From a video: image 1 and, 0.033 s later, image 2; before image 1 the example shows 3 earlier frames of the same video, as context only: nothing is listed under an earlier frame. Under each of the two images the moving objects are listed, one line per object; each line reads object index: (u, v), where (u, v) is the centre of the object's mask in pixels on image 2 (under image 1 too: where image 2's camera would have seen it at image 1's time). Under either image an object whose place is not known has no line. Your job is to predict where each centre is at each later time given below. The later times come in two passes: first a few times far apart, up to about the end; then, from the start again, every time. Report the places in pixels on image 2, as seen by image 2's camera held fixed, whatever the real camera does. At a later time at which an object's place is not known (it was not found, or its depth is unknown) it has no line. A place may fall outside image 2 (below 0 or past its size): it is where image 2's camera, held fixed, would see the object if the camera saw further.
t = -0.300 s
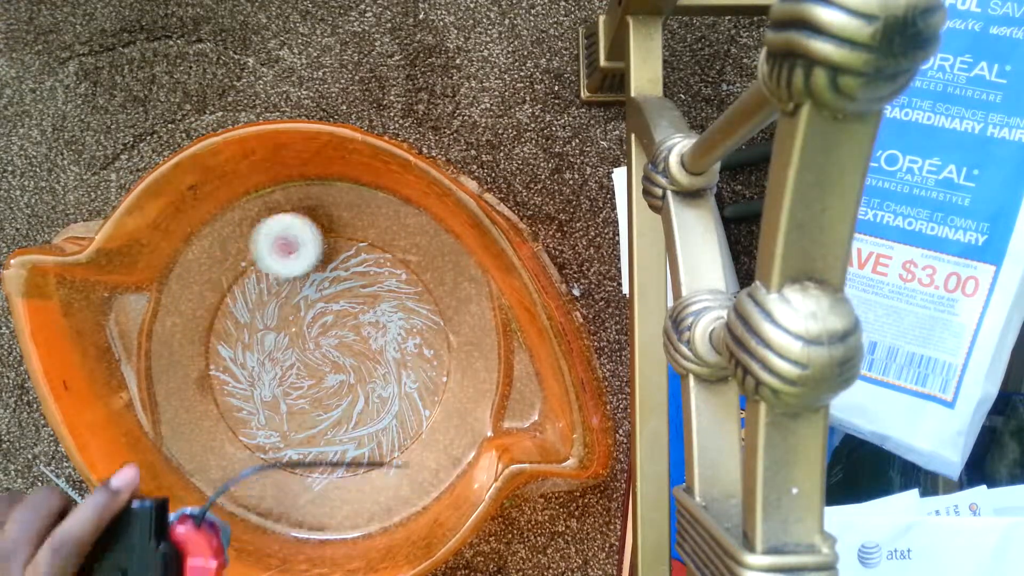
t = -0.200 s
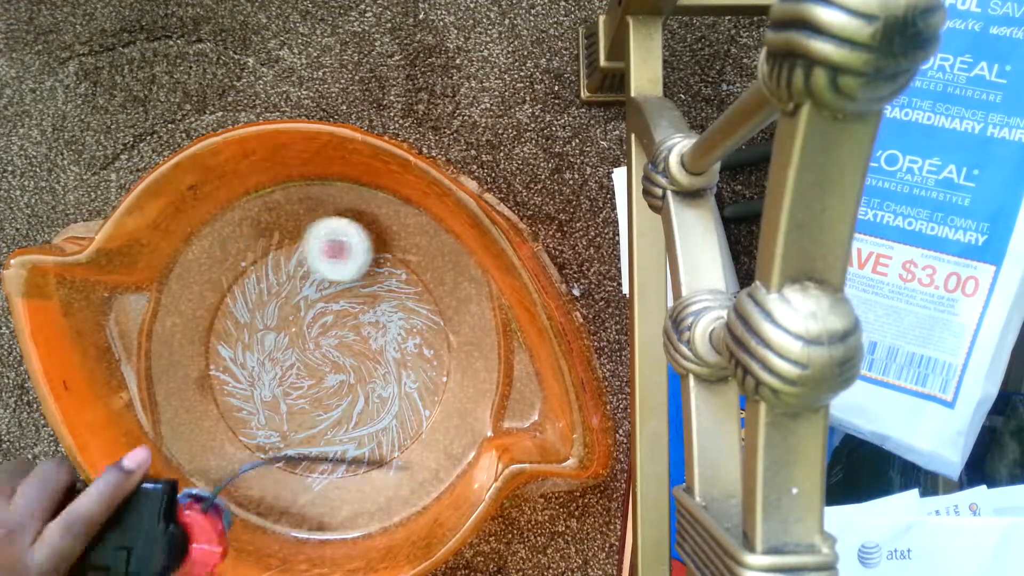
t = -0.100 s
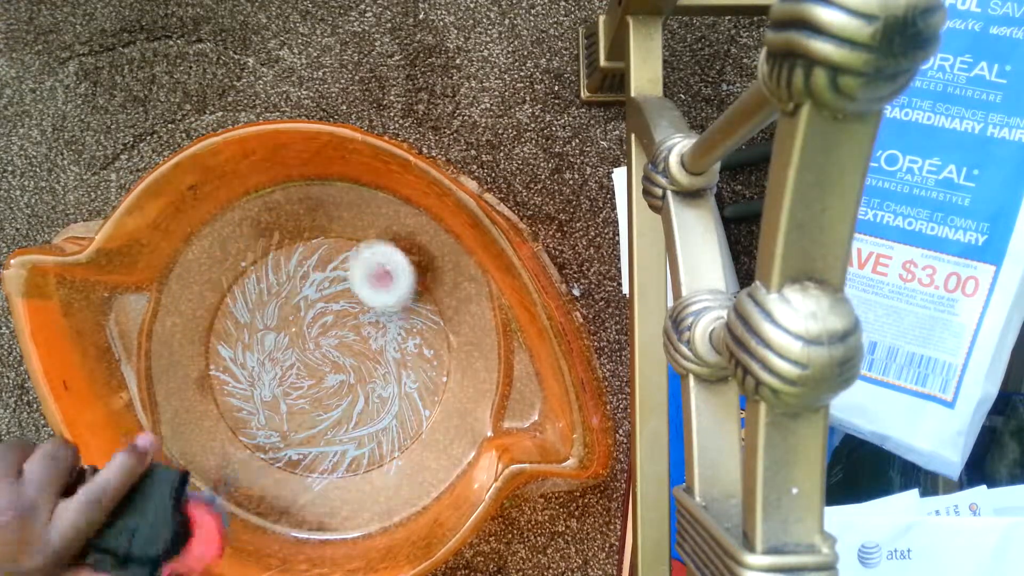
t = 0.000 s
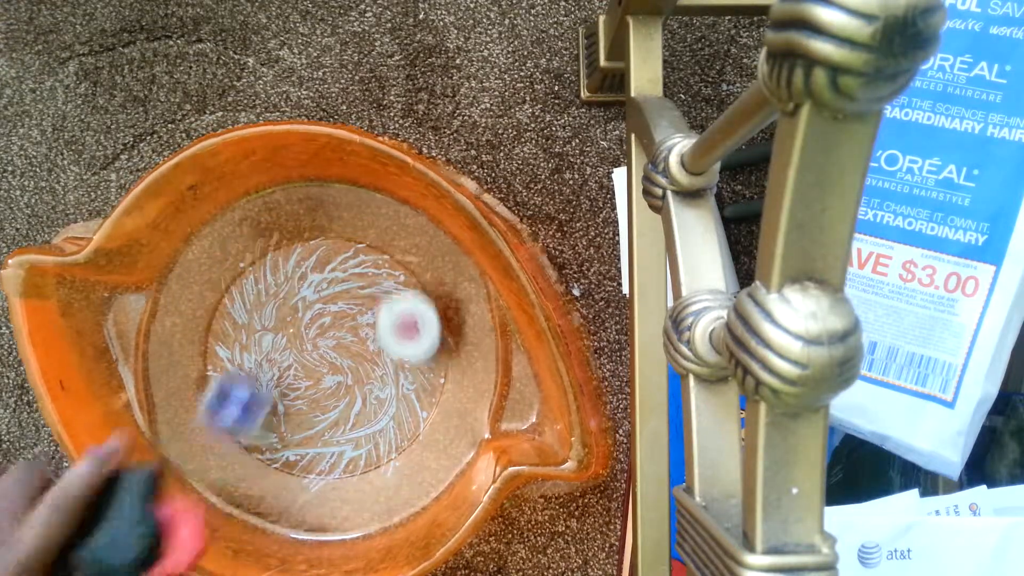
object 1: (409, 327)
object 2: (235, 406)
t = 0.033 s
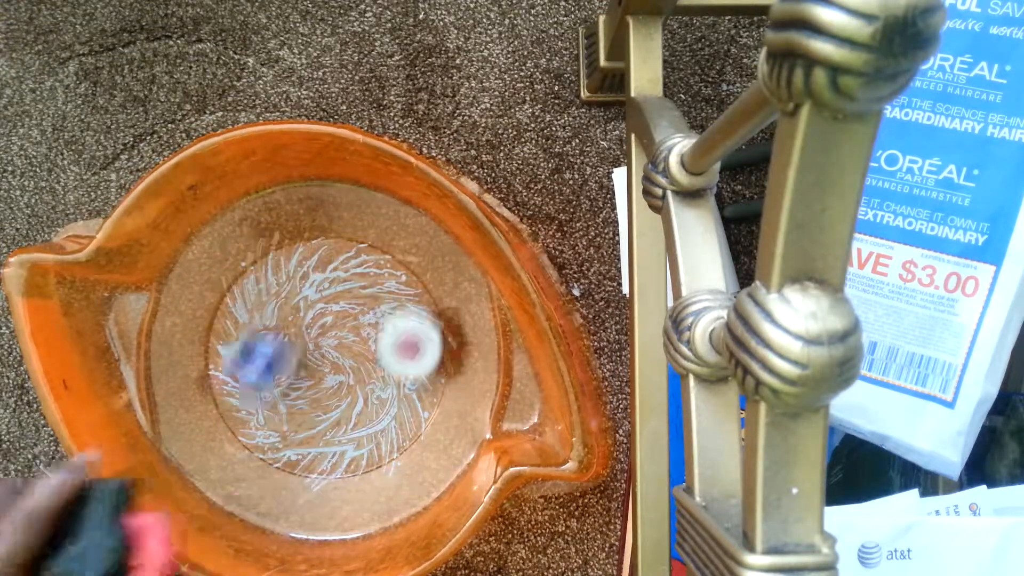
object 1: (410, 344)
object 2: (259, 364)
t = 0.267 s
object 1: (333, 425)
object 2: (363, 243)
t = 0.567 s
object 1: (203, 374)
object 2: (315, 387)
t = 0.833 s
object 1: (277, 284)
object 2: (278, 347)
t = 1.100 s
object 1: (481, 308)
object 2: (343, 433)
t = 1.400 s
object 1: (279, 511)
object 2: (383, 230)
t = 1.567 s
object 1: (181, 407)
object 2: (262, 217)
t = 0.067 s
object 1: (409, 361)
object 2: (286, 321)
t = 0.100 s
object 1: (404, 378)
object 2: (319, 274)
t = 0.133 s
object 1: (394, 391)
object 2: (341, 238)
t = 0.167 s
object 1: (380, 404)
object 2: (355, 210)
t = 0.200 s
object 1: (364, 414)
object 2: (357, 213)
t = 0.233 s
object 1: (348, 421)
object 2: (359, 227)
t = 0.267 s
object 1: (333, 425)
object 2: (363, 243)
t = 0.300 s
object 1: (315, 428)
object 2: (369, 264)
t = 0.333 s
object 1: (297, 430)
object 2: (363, 283)
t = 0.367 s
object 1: (278, 430)
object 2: (357, 304)
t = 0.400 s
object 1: (259, 426)
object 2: (353, 321)
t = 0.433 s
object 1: (242, 420)
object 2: (345, 338)
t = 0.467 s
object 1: (227, 411)
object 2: (340, 354)
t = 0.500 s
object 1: (214, 400)
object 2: (331, 368)
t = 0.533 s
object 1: (205, 388)
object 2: (324, 377)
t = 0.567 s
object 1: (203, 374)
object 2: (315, 387)
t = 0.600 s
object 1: (205, 362)
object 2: (307, 392)
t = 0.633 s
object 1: (209, 349)
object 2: (299, 394)
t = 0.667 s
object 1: (217, 337)
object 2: (292, 394)
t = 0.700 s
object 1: (225, 325)
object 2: (289, 391)
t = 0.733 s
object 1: (235, 313)
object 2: (285, 384)
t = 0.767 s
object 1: (247, 301)
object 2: (282, 374)
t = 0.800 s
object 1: (262, 292)
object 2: (281, 359)
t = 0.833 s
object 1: (277, 284)
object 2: (278, 347)
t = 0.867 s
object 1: (298, 232)
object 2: (260, 381)
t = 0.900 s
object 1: (321, 184)
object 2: (239, 427)
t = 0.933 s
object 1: (344, 191)
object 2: (228, 468)
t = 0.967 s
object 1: (371, 206)
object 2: (230, 488)
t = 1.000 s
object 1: (404, 226)
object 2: (260, 482)
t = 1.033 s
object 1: (437, 246)
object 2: (285, 470)
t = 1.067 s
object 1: (467, 273)
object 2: (315, 454)
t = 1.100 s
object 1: (481, 308)
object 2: (343, 433)
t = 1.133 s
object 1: (483, 348)
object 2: (371, 409)
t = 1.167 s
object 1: (472, 385)
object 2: (397, 381)
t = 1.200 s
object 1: (455, 421)
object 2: (419, 351)
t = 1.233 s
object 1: (433, 456)
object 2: (439, 321)
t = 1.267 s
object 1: (408, 485)
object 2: (447, 287)
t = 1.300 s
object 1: (379, 512)
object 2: (443, 265)
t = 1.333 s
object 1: (348, 528)
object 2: (427, 251)
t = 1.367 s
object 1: (313, 522)
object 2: (408, 240)
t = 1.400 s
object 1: (279, 511)
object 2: (383, 230)
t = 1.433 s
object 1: (248, 494)
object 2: (361, 221)
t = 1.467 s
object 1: (225, 475)
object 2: (336, 214)
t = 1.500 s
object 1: (205, 456)
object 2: (314, 209)
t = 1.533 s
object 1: (190, 432)
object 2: (287, 209)
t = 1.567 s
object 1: (181, 407)
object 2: (262, 217)
